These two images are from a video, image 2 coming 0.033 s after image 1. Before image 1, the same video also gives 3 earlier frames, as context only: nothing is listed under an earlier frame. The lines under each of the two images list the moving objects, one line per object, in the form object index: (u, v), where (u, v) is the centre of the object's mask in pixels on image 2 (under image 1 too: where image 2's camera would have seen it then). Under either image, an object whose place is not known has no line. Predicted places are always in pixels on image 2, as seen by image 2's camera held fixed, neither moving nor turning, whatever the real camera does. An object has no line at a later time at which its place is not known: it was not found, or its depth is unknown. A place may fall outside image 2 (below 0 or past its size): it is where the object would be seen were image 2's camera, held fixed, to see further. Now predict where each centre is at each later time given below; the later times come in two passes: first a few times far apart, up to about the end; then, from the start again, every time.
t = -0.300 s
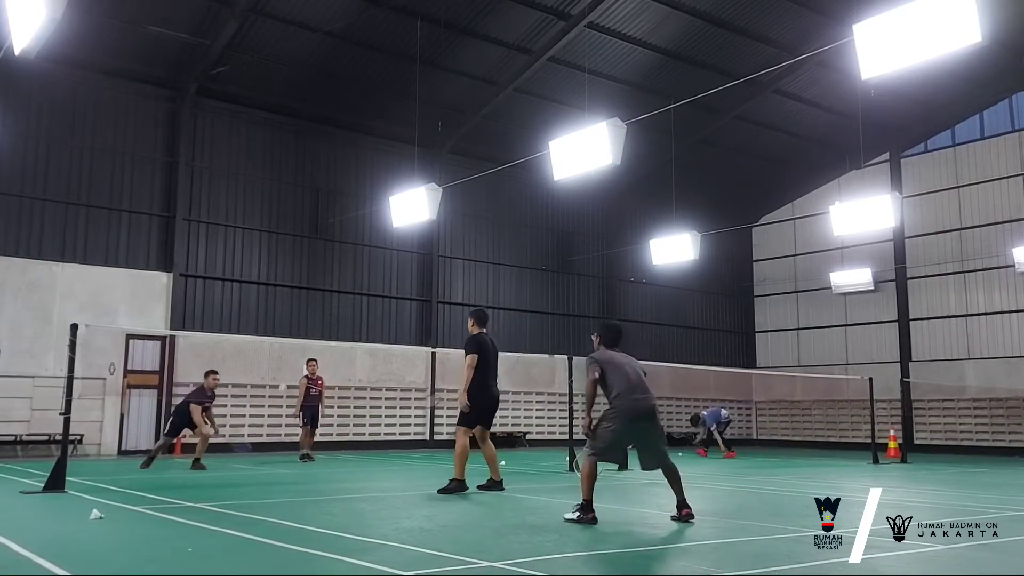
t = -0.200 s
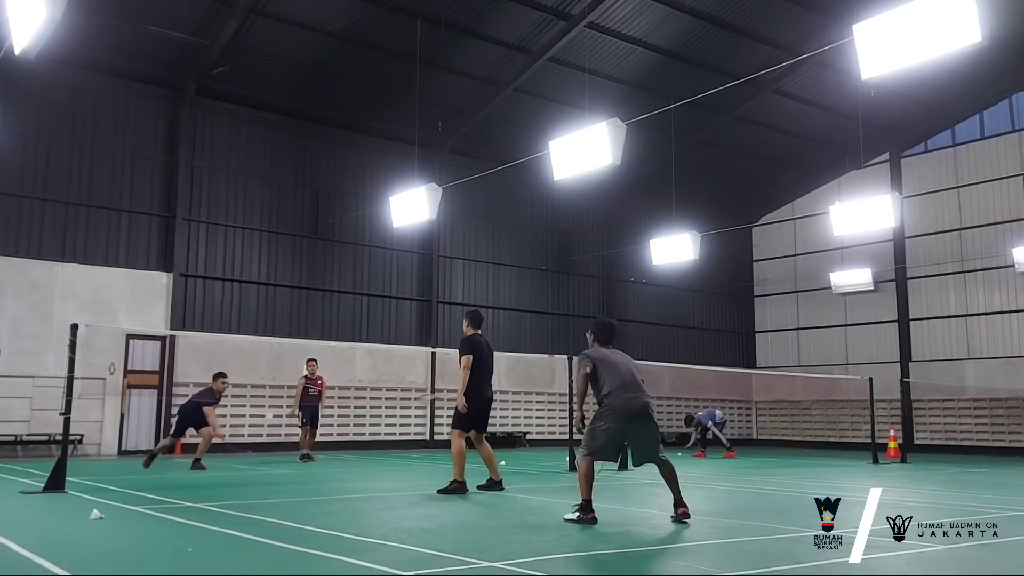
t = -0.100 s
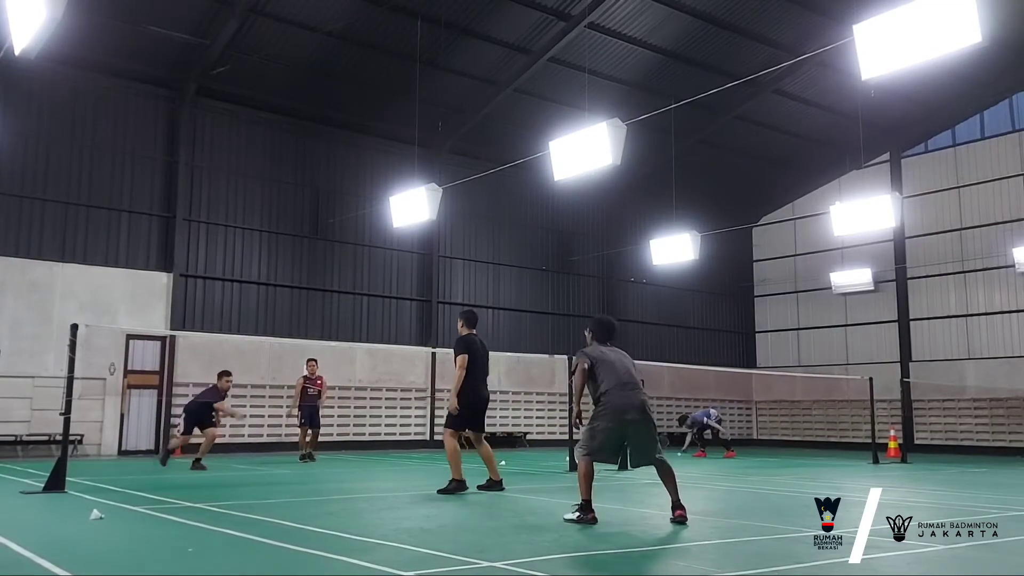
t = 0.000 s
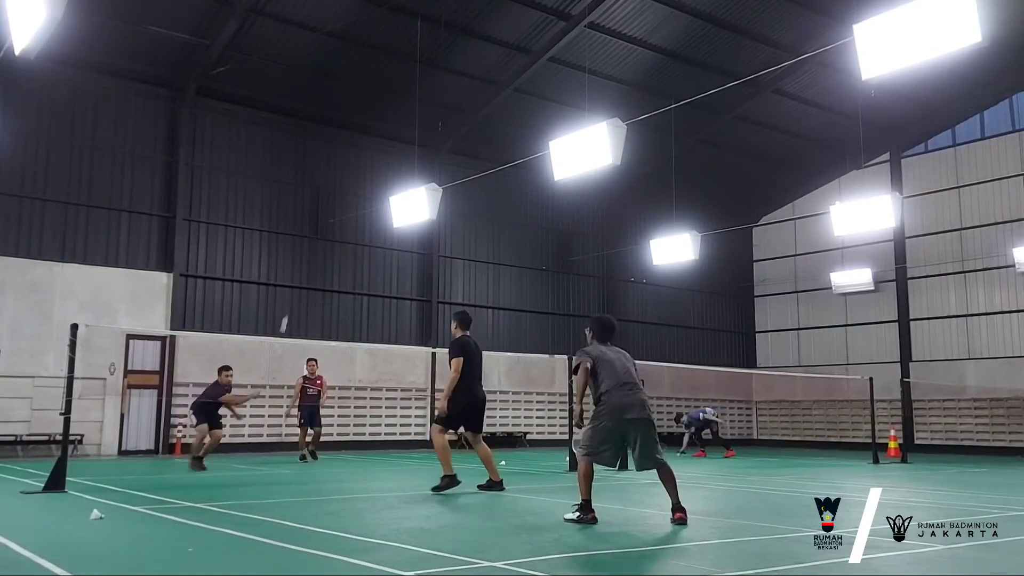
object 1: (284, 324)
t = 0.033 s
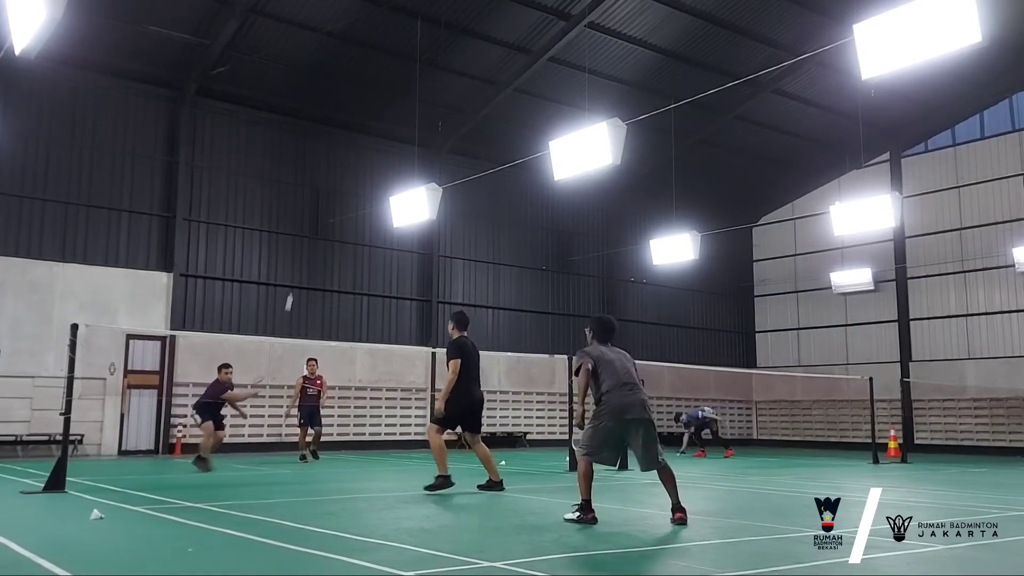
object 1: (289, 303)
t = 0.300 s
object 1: (315, 182)
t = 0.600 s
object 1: (336, 131)
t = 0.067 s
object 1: (293, 282)
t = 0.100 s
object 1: (297, 263)
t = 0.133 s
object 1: (300, 246)
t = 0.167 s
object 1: (303, 231)
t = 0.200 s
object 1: (306, 217)
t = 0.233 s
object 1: (309, 204)
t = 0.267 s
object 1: (312, 193)
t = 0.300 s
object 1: (315, 182)
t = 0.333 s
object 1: (318, 172)
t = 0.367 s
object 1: (320, 164)
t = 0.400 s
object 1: (323, 156)
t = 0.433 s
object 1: (325, 150)
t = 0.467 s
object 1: (327, 145)
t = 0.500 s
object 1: (329, 140)
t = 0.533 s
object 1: (331, 136)
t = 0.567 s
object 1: (333, 133)
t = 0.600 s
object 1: (336, 131)
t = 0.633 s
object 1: (338, 130)
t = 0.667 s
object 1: (340, 130)
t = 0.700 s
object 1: (342, 130)
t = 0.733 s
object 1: (344, 132)
